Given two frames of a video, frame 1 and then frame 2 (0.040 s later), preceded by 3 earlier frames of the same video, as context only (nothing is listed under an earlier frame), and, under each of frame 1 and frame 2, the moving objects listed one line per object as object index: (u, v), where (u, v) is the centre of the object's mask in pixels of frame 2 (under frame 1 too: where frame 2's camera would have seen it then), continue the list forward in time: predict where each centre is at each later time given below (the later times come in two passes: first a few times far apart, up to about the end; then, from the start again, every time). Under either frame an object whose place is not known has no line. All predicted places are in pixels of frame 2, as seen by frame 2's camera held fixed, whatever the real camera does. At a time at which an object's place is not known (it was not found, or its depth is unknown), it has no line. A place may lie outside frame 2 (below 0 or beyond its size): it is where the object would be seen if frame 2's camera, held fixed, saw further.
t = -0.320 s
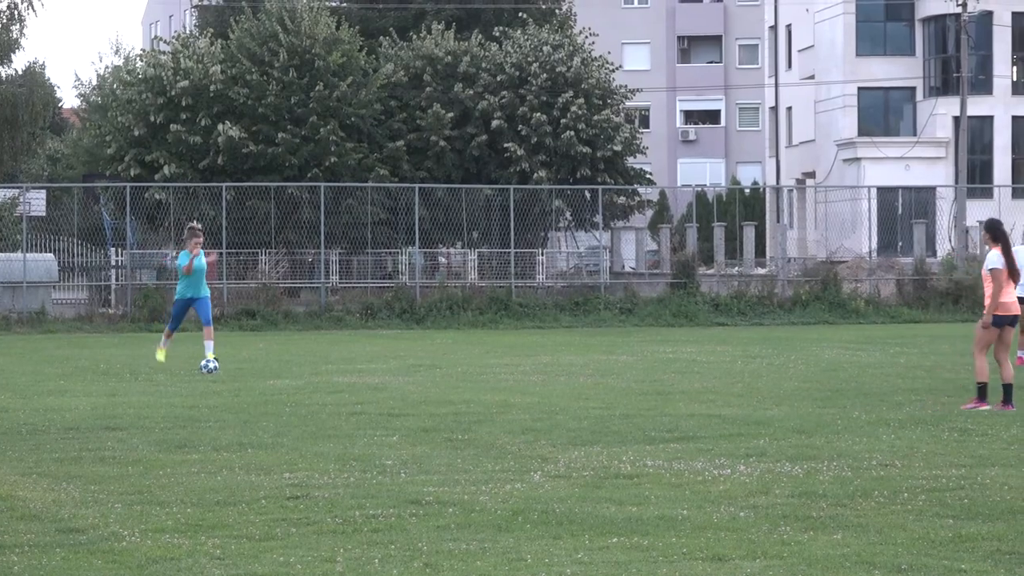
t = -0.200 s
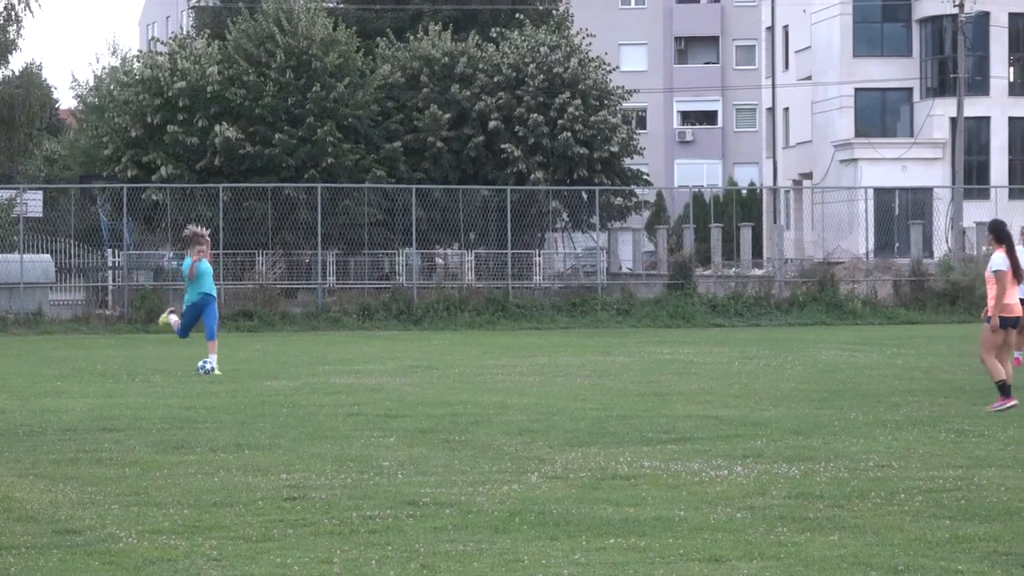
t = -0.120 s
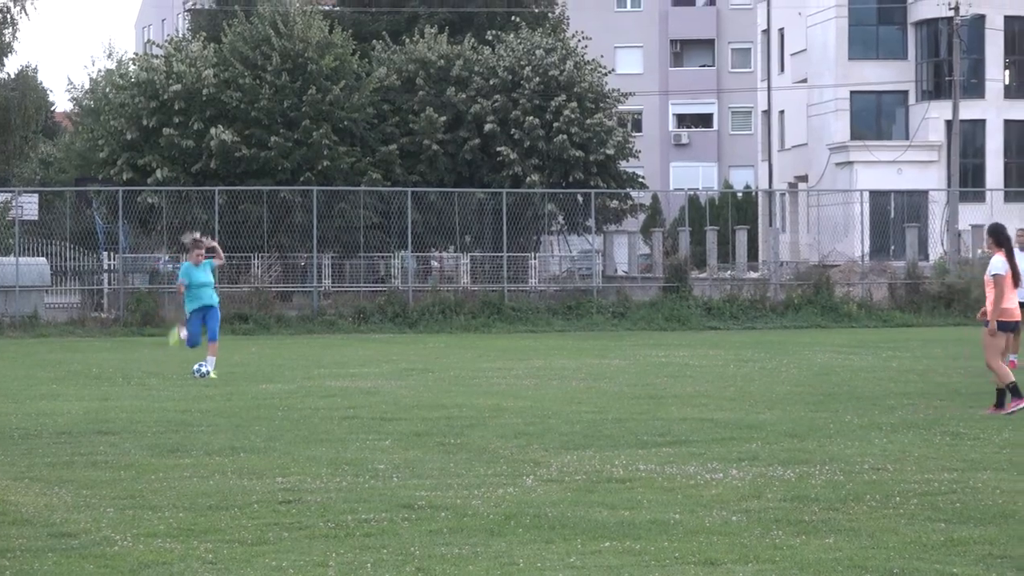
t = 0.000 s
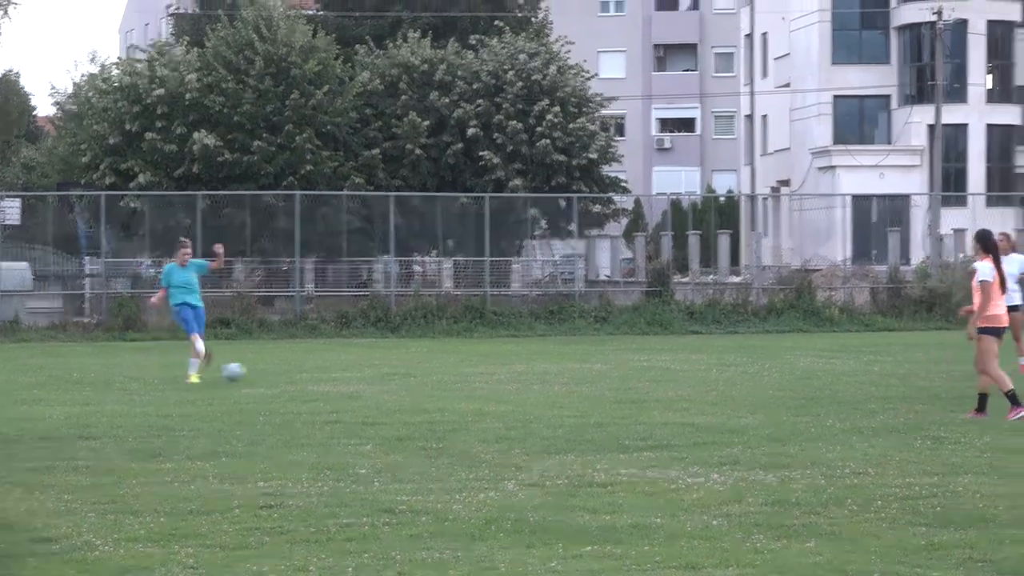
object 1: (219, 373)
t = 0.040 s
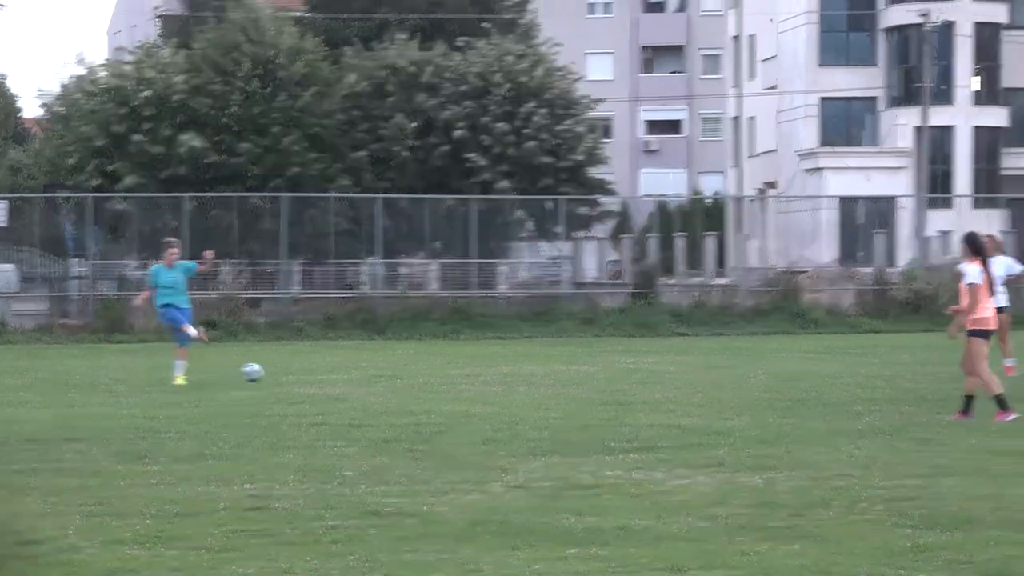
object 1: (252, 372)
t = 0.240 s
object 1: (437, 383)
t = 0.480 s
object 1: (675, 387)
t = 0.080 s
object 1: (286, 372)
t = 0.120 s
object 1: (321, 374)
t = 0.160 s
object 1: (358, 376)
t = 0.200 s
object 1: (397, 379)
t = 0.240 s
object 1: (437, 383)
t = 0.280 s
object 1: (478, 387)
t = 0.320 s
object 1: (518, 390)
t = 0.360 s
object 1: (555, 388)
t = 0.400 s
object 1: (594, 386)
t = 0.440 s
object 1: (634, 386)
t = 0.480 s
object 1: (675, 387)
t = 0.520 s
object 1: (717, 390)
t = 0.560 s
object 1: (762, 395)
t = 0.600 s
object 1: (810, 401)
